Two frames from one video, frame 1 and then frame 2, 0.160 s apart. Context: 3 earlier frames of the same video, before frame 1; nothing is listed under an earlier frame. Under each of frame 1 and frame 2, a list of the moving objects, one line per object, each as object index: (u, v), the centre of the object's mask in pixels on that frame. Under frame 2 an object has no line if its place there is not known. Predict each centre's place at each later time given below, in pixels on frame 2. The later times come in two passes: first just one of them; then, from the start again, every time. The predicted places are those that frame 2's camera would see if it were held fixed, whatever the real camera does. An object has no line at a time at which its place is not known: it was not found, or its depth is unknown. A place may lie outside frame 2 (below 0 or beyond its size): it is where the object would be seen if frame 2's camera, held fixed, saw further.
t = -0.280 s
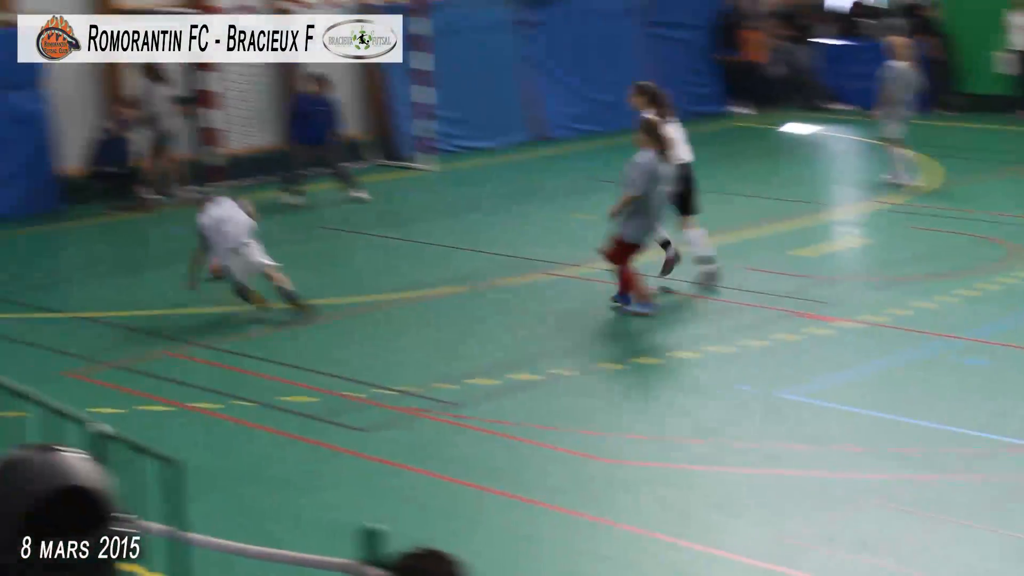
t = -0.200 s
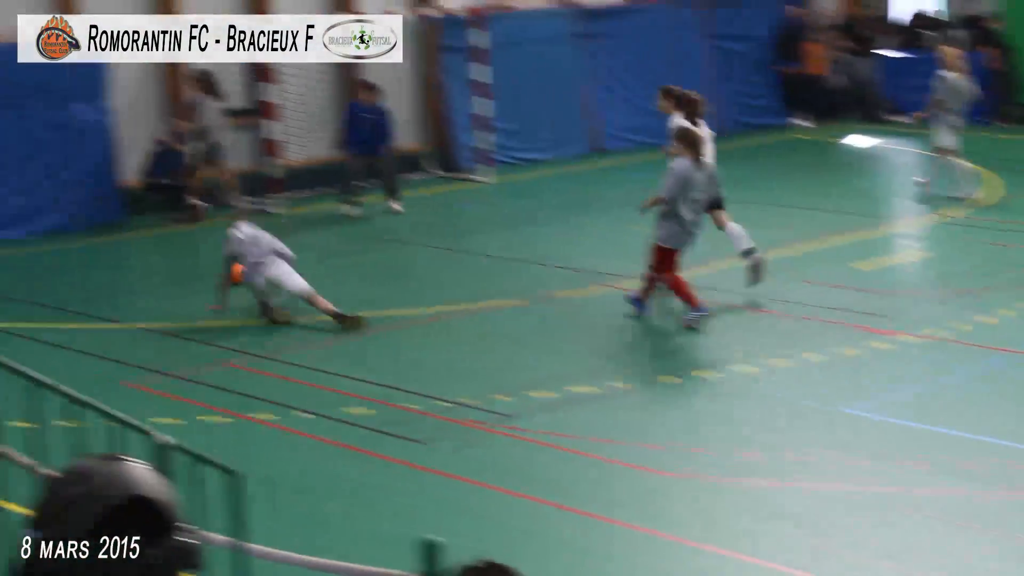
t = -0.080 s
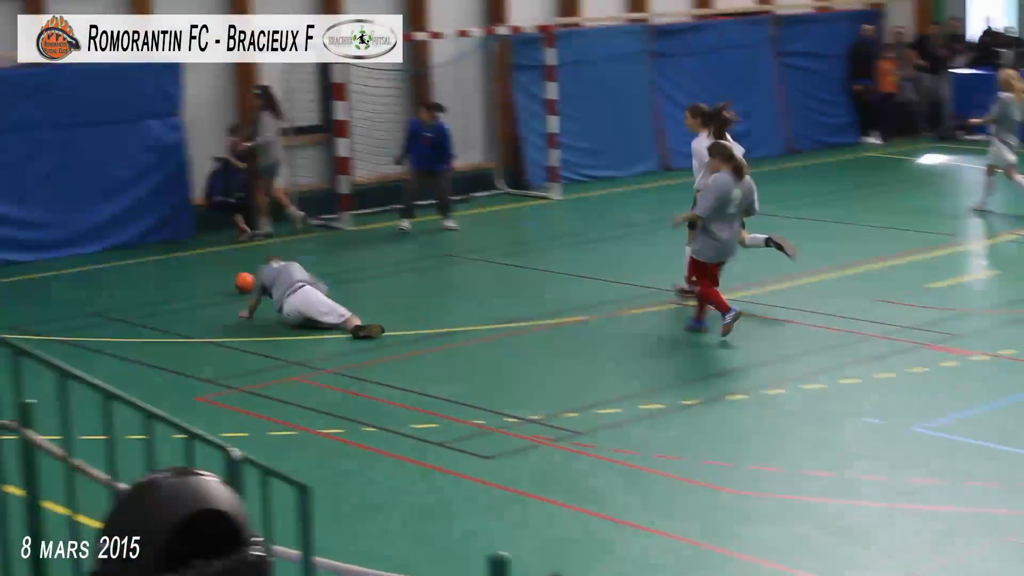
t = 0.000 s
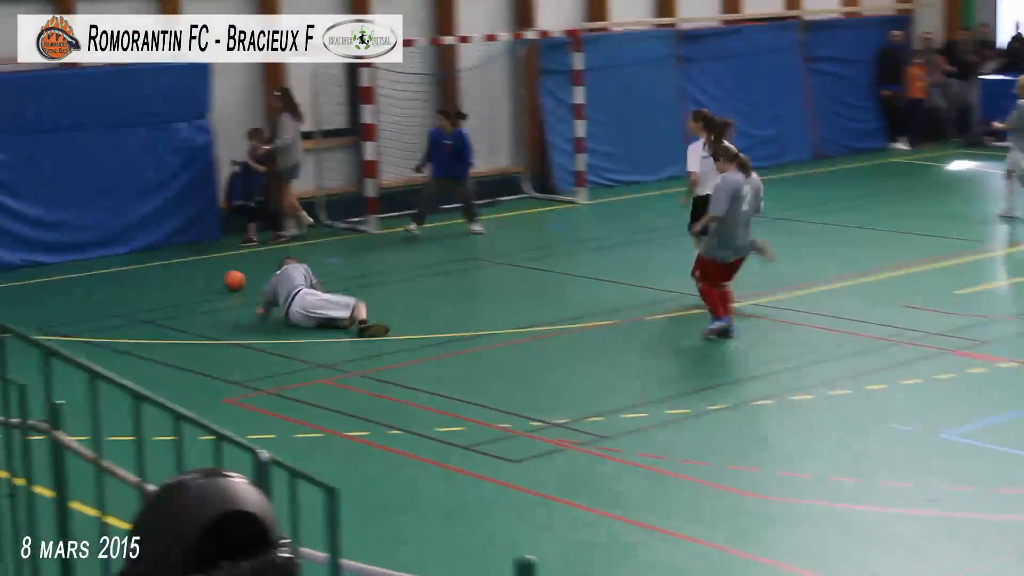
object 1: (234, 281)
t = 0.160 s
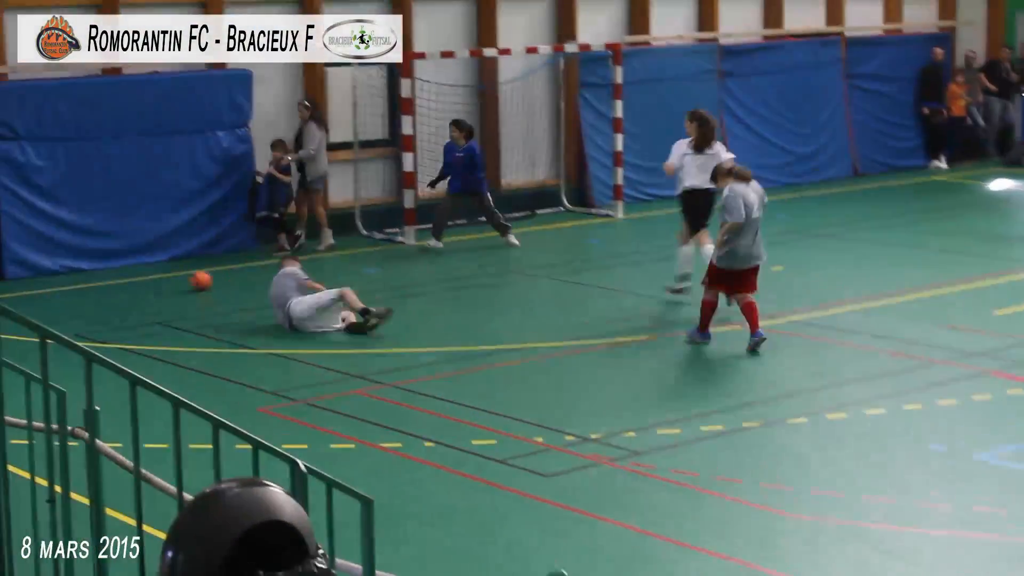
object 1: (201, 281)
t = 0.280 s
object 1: (153, 275)
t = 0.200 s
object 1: (184, 279)
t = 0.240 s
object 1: (169, 277)
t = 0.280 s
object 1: (153, 275)
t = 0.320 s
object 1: (137, 273)
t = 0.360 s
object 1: (122, 271)
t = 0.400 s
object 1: (108, 269)
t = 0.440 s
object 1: (94, 269)
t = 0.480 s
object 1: (79, 265)
